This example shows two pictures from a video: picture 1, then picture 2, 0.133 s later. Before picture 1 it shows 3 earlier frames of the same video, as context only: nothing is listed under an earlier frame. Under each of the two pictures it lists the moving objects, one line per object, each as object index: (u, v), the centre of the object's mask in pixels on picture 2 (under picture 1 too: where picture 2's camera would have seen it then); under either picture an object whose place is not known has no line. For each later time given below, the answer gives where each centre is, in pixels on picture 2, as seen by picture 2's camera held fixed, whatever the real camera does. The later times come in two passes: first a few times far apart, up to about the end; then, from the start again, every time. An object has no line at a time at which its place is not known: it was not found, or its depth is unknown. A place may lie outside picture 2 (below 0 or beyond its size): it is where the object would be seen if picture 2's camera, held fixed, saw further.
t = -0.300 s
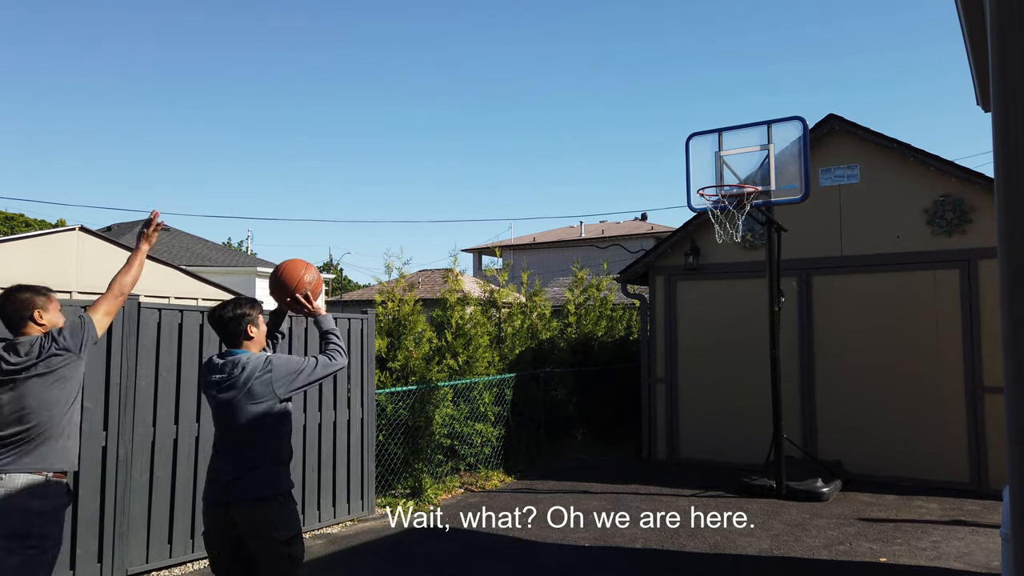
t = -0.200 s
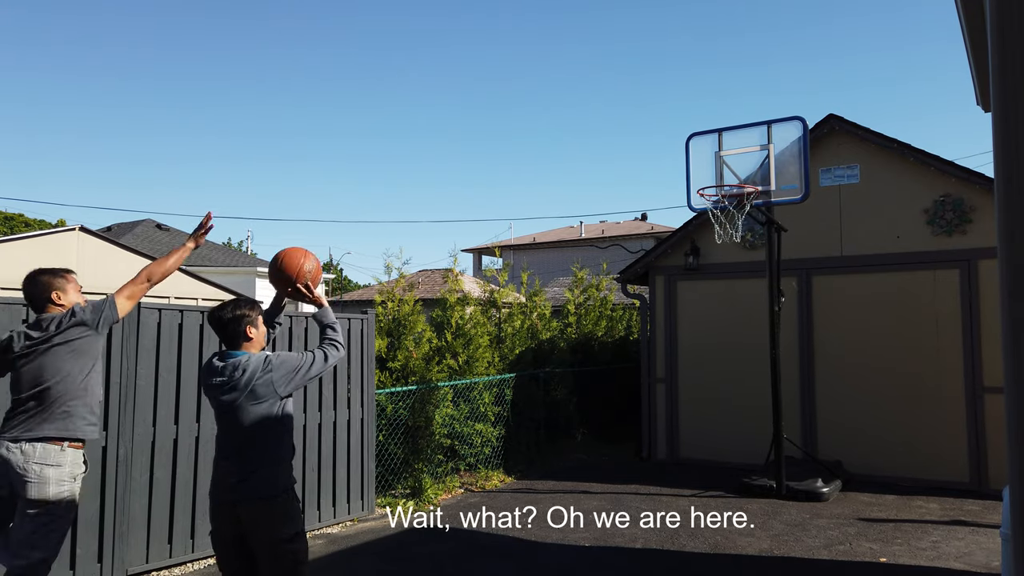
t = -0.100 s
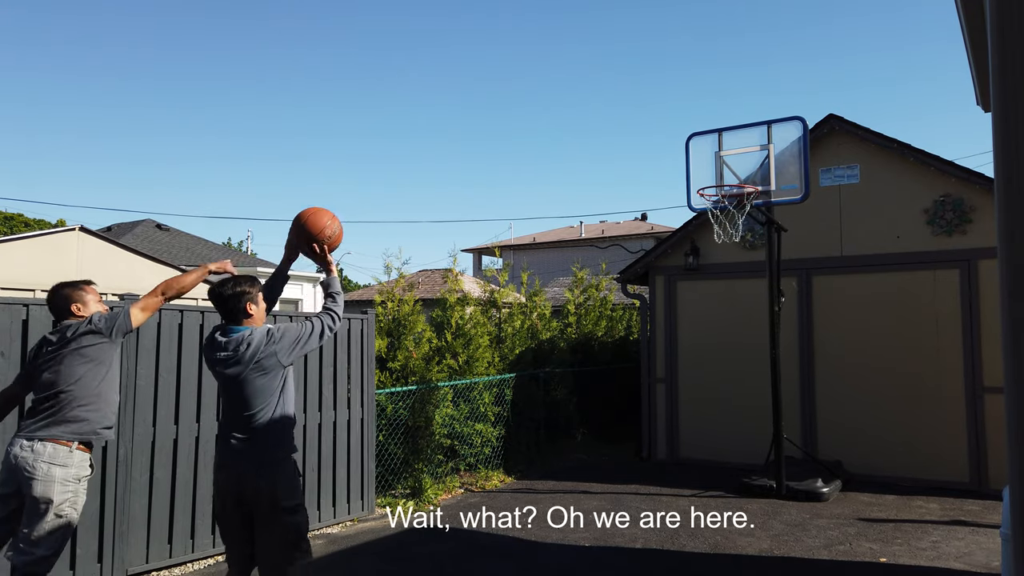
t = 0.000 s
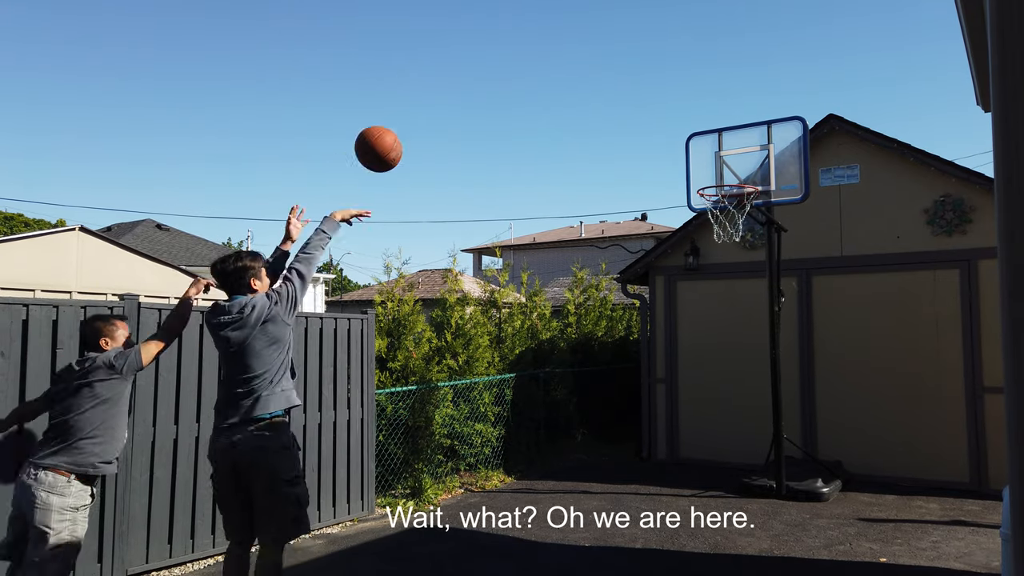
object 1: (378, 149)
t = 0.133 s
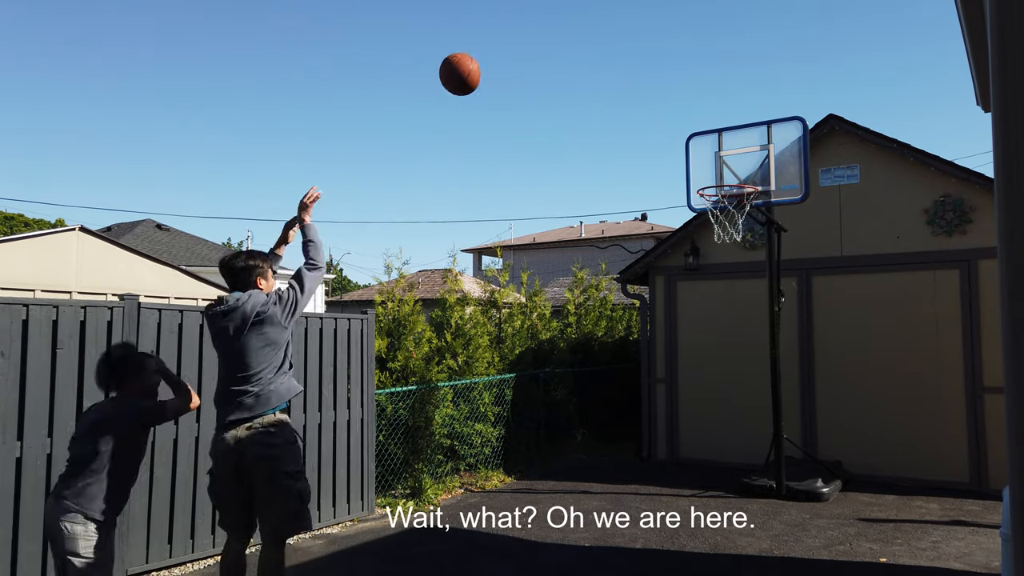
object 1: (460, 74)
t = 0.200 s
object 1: (494, 52)
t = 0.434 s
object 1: (593, 36)
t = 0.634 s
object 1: (658, 78)
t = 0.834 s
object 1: (710, 156)
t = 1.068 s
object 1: (706, 163)
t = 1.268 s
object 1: (704, 169)
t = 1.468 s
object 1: (704, 234)
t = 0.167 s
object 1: (478, 62)
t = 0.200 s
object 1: (494, 52)
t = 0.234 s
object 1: (510, 44)
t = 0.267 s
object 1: (526, 39)
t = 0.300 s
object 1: (540, 35)
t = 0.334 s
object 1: (555, 33)
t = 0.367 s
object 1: (568, 32)
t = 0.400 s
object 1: (581, 33)
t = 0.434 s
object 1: (593, 36)
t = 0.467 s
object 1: (605, 40)
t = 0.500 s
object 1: (616, 45)
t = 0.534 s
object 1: (627, 52)
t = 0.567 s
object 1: (638, 60)
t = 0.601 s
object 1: (648, 68)
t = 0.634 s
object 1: (658, 78)
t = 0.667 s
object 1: (667, 89)
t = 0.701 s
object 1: (676, 100)
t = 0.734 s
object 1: (685, 113)
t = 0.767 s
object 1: (694, 126)
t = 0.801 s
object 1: (702, 140)
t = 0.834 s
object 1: (710, 156)
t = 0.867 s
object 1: (715, 169)
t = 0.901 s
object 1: (711, 176)
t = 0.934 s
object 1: (708, 178)
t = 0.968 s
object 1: (707, 177)
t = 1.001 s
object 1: (706, 172)
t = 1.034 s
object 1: (706, 167)
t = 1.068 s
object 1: (706, 163)
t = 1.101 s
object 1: (706, 160)
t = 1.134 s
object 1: (705, 159)
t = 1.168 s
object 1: (705, 159)
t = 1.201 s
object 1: (705, 161)
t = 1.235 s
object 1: (704, 164)
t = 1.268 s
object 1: (704, 169)
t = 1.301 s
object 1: (704, 175)
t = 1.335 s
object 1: (704, 183)
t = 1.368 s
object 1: (704, 193)
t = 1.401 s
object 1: (703, 204)
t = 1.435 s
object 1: (703, 218)
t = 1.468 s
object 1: (704, 234)
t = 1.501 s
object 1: (705, 251)
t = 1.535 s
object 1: (702, 273)
